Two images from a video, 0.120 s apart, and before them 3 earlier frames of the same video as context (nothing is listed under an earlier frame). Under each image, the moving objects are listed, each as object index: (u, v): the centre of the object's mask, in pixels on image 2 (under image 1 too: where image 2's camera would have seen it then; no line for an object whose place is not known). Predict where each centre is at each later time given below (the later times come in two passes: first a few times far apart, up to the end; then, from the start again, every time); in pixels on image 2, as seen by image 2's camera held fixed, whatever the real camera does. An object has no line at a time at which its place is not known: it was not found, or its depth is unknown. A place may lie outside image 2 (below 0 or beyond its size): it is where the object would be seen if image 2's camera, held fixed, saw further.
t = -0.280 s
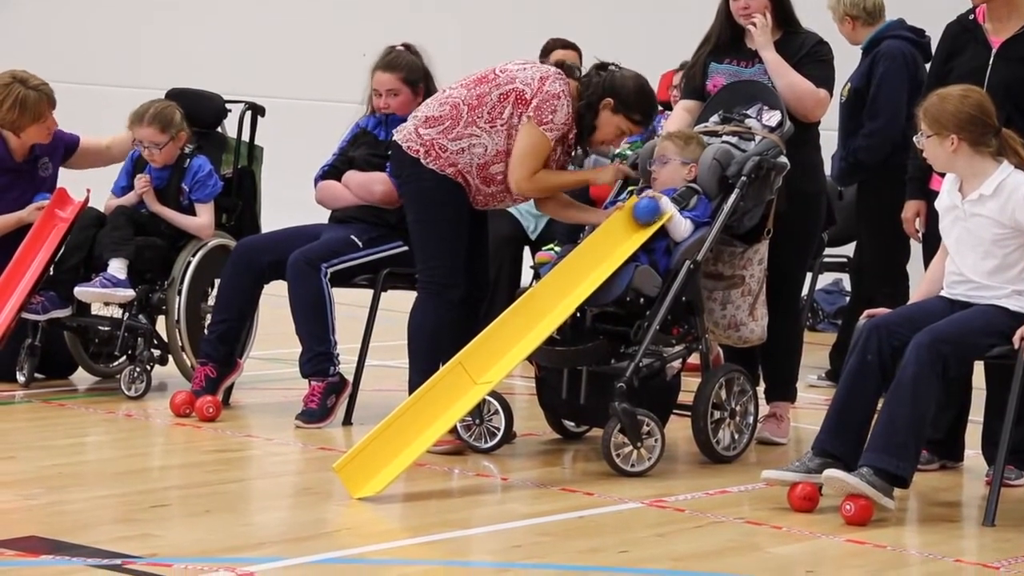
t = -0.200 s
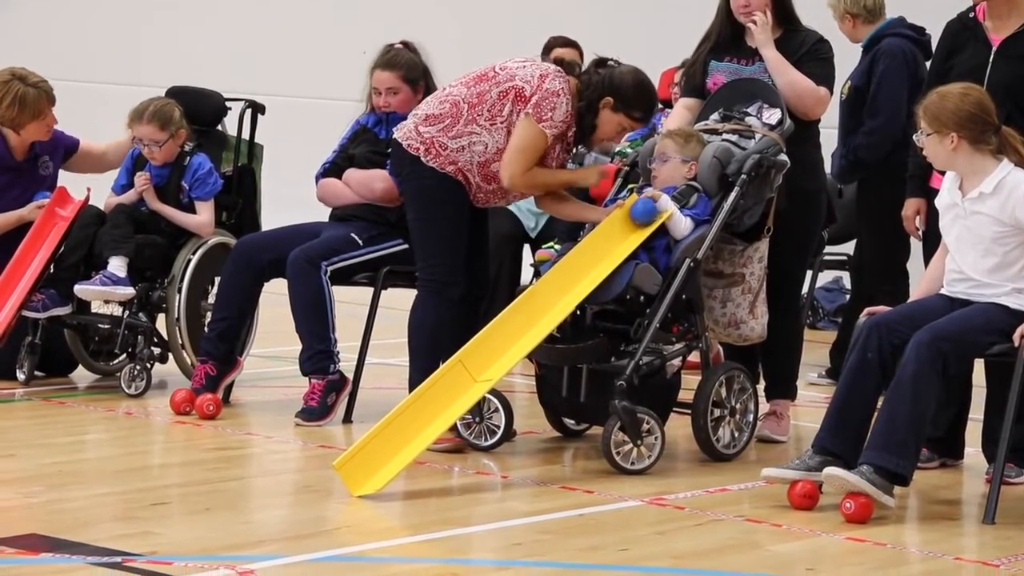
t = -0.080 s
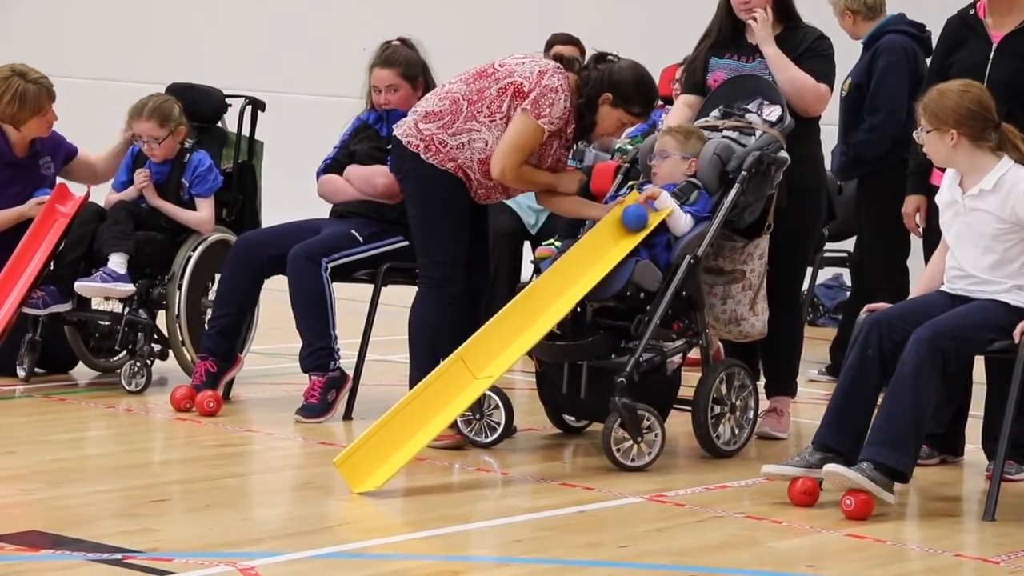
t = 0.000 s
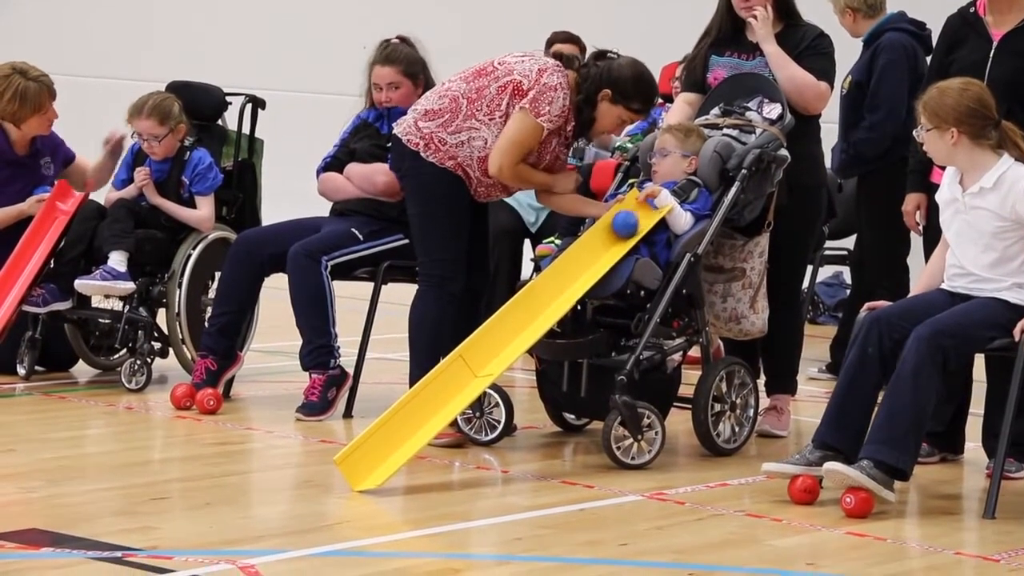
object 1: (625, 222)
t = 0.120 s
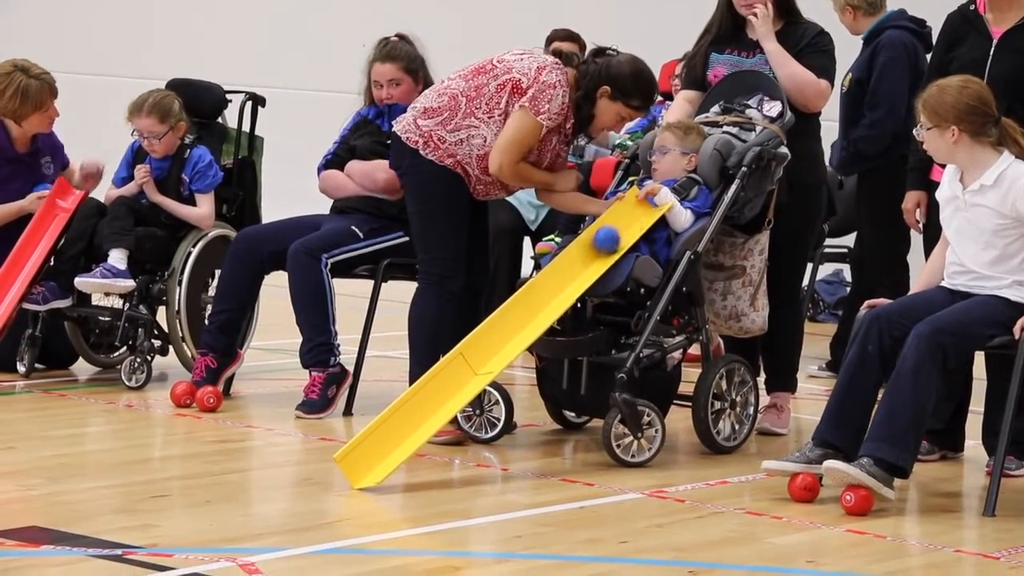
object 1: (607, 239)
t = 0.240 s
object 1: (579, 266)
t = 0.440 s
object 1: (518, 324)
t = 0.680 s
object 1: (410, 424)
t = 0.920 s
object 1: (277, 487)
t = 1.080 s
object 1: (184, 504)
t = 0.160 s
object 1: (598, 248)
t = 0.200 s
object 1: (589, 256)
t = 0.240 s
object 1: (579, 266)
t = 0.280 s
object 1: (569, 276)
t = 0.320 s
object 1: (557, 286)
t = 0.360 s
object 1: (545, 298)
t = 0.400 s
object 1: (531, 311)
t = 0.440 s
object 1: (518, 324)
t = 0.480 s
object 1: (502, 338)
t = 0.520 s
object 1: (486, 353)
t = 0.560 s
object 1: (469, 371)
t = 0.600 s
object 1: (450, 388)
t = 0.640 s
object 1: (430, 405)
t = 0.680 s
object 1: (410, 424)
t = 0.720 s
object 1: (388, 443)
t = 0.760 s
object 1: (364, 466)
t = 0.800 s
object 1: (343, 477)
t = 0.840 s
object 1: (322, 474)
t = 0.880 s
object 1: (300, 477)
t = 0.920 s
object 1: (277, 487)
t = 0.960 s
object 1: (254, 492)
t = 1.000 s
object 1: (231, 495)
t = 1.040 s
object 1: (207, 501)
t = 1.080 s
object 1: (184, 504)
